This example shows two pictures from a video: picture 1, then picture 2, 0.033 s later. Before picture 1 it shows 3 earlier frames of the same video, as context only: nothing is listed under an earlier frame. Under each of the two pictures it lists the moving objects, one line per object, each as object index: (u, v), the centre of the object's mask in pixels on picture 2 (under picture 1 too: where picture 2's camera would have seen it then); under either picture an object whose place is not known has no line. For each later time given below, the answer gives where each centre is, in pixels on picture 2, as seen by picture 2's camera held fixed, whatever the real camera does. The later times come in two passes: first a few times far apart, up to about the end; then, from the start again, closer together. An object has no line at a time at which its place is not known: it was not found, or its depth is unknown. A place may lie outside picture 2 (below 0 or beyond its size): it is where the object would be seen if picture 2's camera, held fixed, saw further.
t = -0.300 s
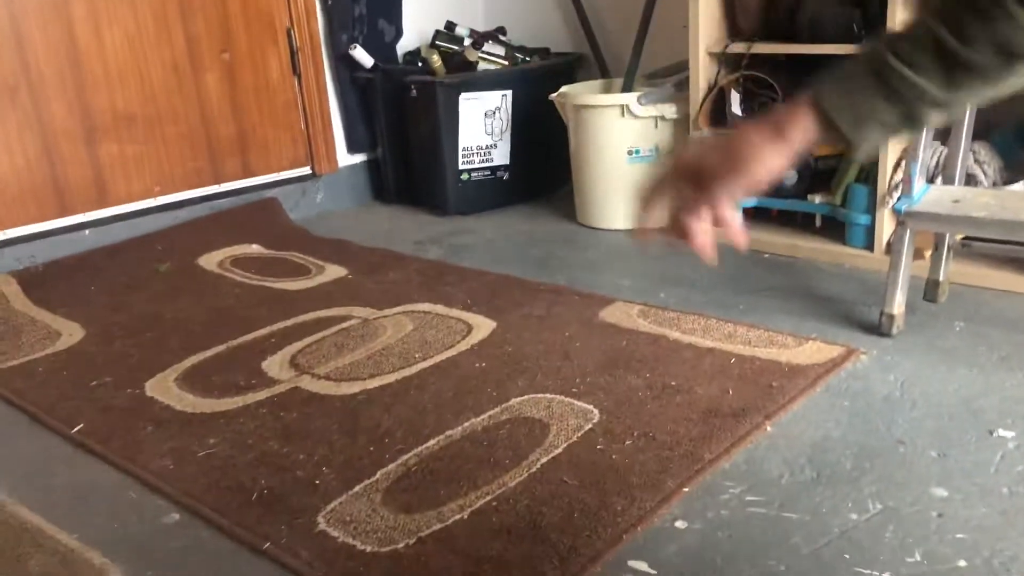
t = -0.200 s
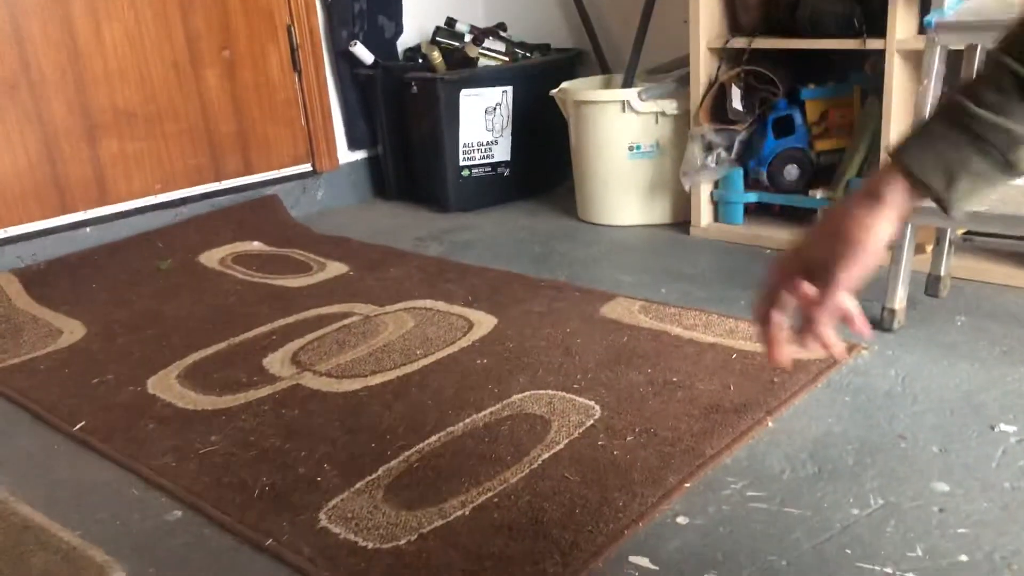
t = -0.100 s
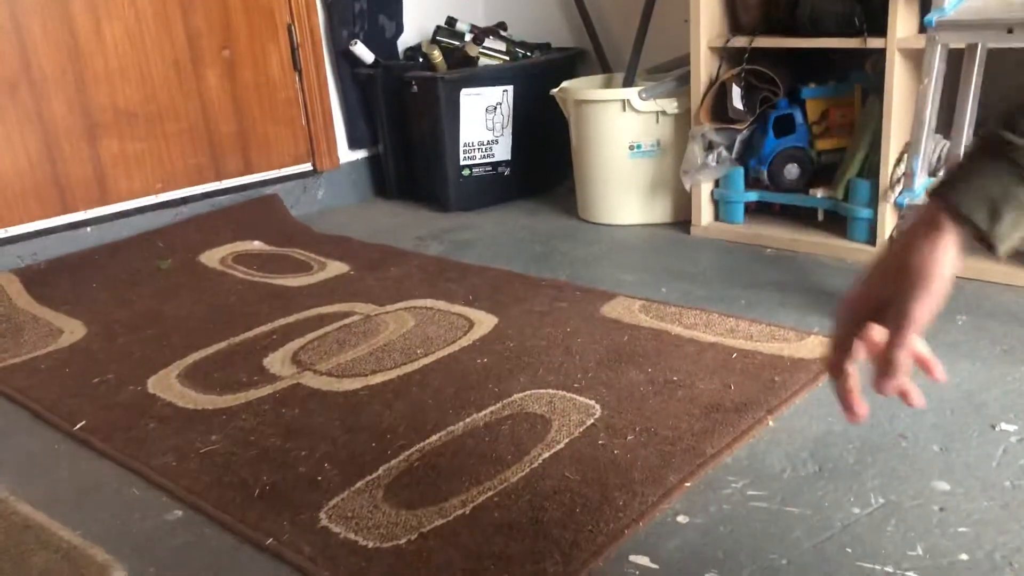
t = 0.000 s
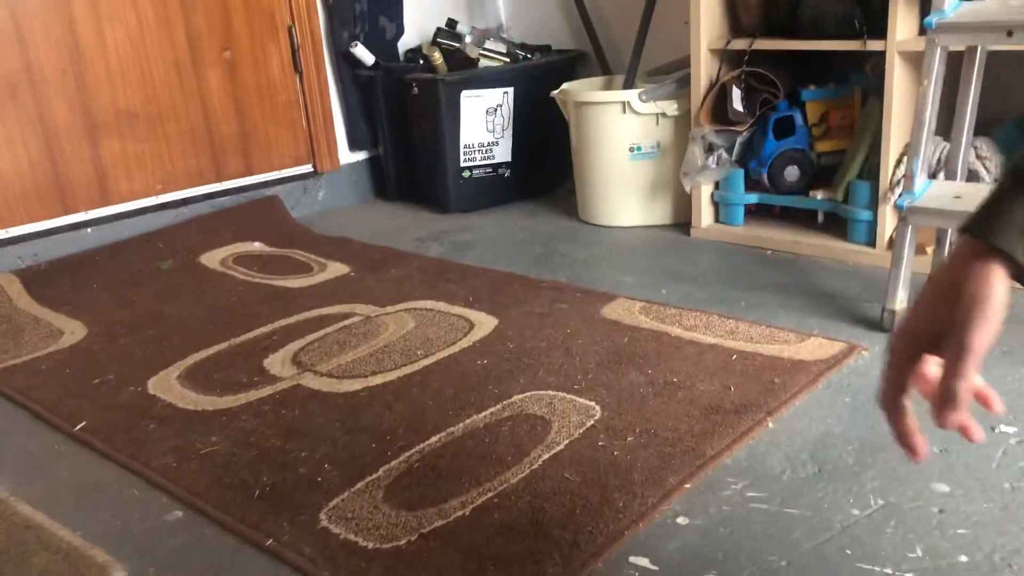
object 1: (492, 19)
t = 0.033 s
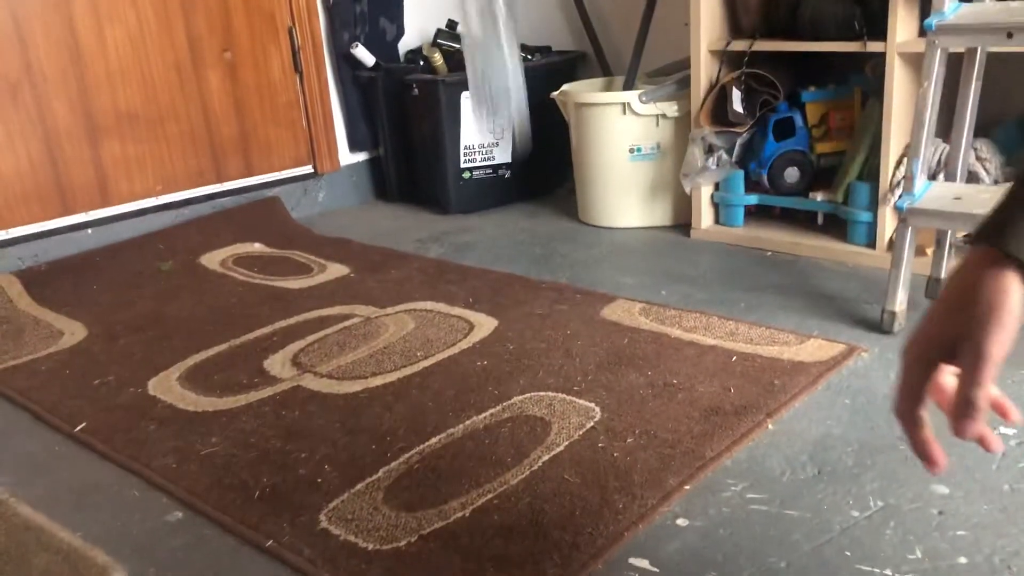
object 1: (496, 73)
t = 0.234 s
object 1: (625, 370)
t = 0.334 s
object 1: (678, 387)
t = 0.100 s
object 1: (530, 255)
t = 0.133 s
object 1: (558, 339)
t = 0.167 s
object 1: (586, 343)
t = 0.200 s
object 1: (606, 355)
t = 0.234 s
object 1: (625, 370)
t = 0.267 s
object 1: (642, 381)
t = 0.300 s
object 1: (661, 384)
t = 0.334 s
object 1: (678, 387)
